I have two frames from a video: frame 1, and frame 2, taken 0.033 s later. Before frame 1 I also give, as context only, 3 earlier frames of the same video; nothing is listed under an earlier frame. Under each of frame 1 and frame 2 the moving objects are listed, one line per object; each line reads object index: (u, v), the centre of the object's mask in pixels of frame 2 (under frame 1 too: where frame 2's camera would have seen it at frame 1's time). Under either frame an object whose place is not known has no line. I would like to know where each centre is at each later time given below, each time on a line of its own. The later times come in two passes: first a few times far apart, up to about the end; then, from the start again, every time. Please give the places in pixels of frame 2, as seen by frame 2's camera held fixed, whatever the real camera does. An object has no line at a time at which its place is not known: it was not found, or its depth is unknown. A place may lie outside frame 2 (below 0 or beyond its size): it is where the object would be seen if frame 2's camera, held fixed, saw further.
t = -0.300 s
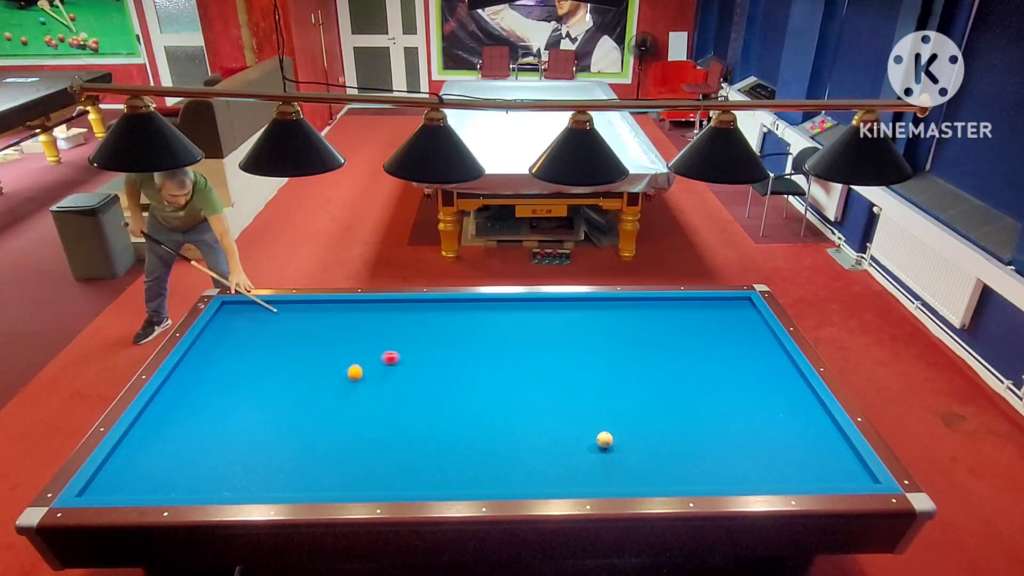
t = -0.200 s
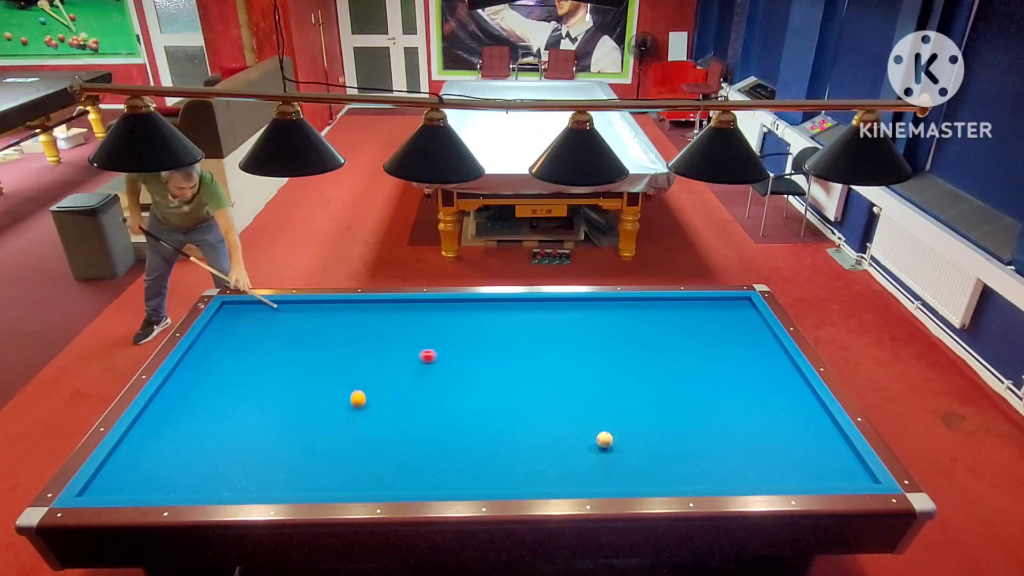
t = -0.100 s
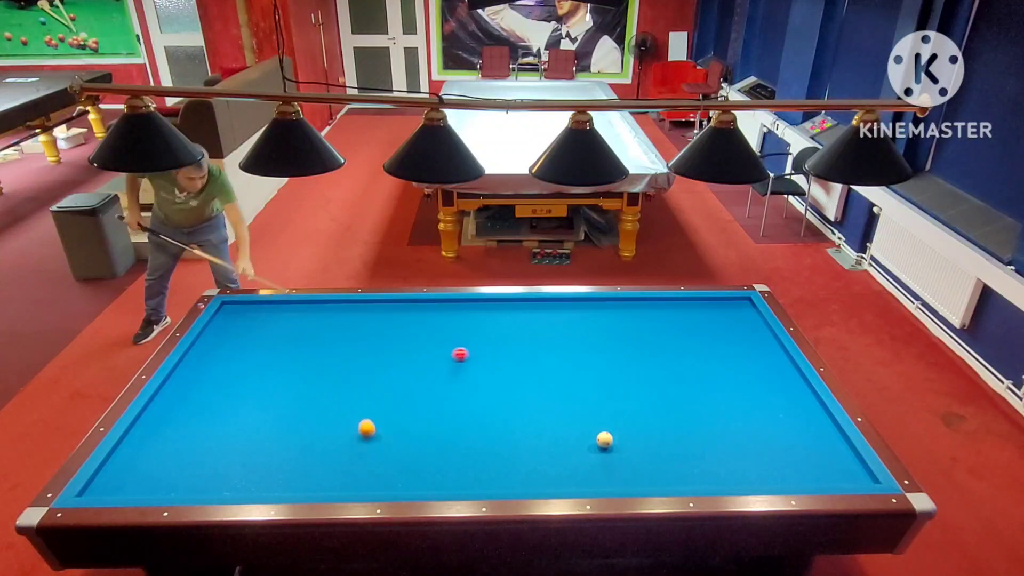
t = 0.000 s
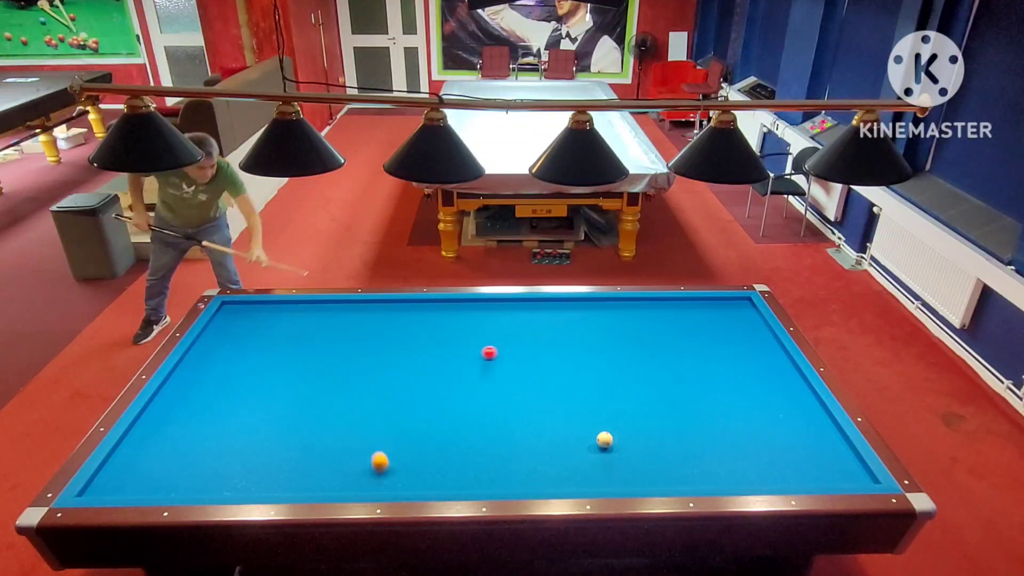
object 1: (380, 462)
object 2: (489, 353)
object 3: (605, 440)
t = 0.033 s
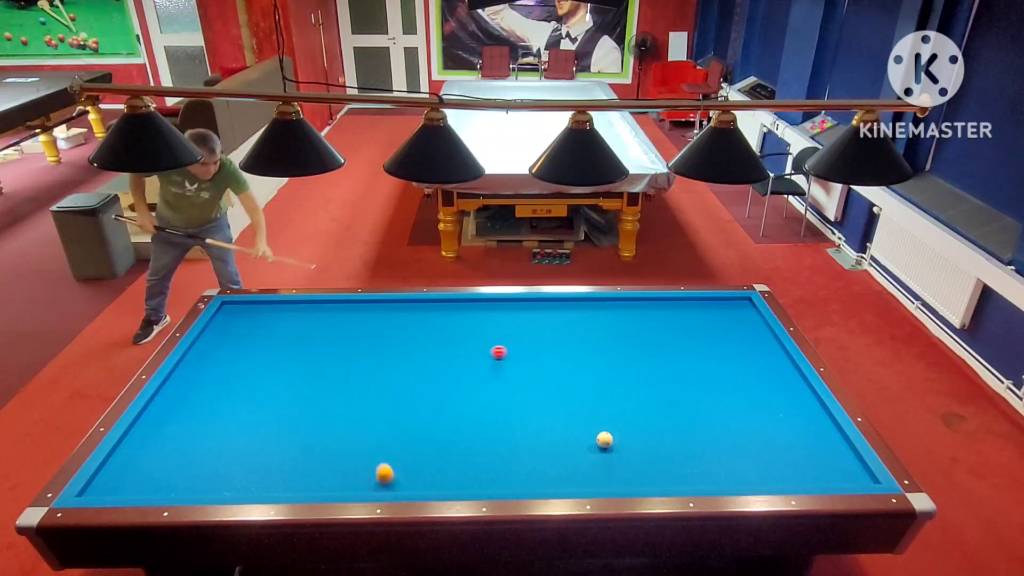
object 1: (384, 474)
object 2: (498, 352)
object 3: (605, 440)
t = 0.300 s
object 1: (465, 431)
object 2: (573, 349)
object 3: (605, 440)
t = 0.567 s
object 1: (532, 388)
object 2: (645, 345)
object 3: (605, 440)
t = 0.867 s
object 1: (595, 349)
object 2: (722, 341)
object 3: (605, 440)
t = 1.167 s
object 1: (646, 316)
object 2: (755, 339)
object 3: (605, 440)
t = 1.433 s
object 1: (685, 306)
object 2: (715, 339)
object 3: (605, 440)
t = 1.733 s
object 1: (728, 320)
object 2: (672, 339)
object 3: (605, 440)
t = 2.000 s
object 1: (768, 333)
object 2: (634, 339)
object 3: (605, 440)
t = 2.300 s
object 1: (756, 343)
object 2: (593, 340)
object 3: (605, 440)
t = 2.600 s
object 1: (743, 353)
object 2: (552, 340)
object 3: (605, 440)
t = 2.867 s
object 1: (730, 362)
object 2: (516, 340)
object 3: (605, 440)
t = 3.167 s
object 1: (717, 372)
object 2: (477, 341)
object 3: (605, 440)
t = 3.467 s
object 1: (703, 382)
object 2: (438, 341)
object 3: (605, 440)
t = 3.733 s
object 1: (690, 392)
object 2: (404, 342)
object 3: (605, 440)
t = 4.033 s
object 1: (676, 402)
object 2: (367, 342)
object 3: (605, 440)
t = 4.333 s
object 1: (661, 412)
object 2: (331, 343)
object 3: (605, 440)
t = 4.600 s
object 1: (648, 422)
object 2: (299, 343)
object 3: (605, 440)
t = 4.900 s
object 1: (634, 432)
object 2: (264, 344)
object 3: (605, 440)
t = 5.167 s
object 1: (622, 441)
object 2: (233, 344)
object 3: (605, 440)
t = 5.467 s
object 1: (618, 450)
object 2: (199, 345)
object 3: (596, 440)
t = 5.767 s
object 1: (614, 459)
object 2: (213, 345)
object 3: (588, 441)
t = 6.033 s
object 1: (611, 466)
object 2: (230, 345)
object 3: (582, 442)
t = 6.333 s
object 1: (607, 474)
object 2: (247, 345)
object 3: (576, 442)
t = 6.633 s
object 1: (603, 480)
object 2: (264, 345)
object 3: (572, 443)
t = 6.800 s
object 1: (602, 483)
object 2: (272, 345)
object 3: (569, 444)
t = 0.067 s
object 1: (389, 484)
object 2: (508, 352)
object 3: (605, 440)
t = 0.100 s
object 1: (401, 480)
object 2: (517, 351)
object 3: (605, 440)
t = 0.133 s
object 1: (413, 470)
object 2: (527, 351)
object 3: (605, 440)
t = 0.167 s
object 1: (424, 461)
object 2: (536, 351)
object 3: (605, 440)
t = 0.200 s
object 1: (435, 452)
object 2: (545, 350)
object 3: (605, 440)
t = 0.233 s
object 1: (445, 445)
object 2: (554, 350)
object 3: (605, 440)
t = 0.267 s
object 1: (455, 437)
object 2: (563, 349)
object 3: (605, 440)
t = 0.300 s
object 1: (465, 431)
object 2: (573, 349)
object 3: (605, 440)
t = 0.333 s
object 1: (474, 425)
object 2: (582, 348)
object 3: (605, 440)
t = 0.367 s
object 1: (483, 419)
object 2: (591, 348)
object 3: (605, 440)
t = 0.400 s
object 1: (492, 414)
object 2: (600, 347)
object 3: (605, 440)
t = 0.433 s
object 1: (500, 408)
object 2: (609, 347)
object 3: (605, 440)
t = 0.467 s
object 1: (508, 403)
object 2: (618, 346)
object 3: (605, 440)
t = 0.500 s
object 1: (516, 398)
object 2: (627, 346)
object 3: (605, 440)
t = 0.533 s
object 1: (524, 393)
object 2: (635, 346)
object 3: (605, 440)
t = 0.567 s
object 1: (532, 388)
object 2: (645, 345)
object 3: (605, 440)
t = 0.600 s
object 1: (540, 383)
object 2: (653, 345)
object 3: (605, 440)
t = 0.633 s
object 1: (547, 379)
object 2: (662, 344)
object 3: (605, 440)
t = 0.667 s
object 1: (554, 374)
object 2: (671, 344)
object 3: (605, 440)
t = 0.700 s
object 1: (562, 370)
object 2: (680, 343)
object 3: (605, 440)
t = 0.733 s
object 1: (568, 365)
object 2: (688, 343)
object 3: (605, 440)
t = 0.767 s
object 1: (575, 361)
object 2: (697, 342)
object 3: (605, 440)
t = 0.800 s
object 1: (582, 357)
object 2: (705, 342)
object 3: (605, 440)
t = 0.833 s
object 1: (588, 353)
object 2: (714, 342)
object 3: (605, 440)
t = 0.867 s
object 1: (595, 349)
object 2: (722, 341)
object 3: (605, 440)
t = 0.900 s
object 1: (601, 345)
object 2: (731, 341)
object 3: (605, 440)
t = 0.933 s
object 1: (607, 341)
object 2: (739, 340)
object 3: (605, 440)
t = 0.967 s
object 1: (613, 338)
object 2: (748, 340)
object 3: (605, 440)
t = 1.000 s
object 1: (619, 334)
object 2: (756, 339)
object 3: (605, 440)
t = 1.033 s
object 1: (624, 330)
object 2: (764, 339)
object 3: (605, 440)
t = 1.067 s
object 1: (630, 327)
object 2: (772, 339)
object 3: (605, 440)
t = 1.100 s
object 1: (636, 323)
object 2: (767, 339)
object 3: (605, 440)
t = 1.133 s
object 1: (641, 320)
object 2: (761, 339)
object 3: (605, 440)
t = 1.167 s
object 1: (646, 316)
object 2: (755, 339)
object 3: (605, 440)
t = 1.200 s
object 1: (652, 313)
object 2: (749, 339)
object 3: (605, 440)
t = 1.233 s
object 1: (657, 310)
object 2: (744, 339)
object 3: (605, 440)
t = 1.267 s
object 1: (661, 307)
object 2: (739, 339)
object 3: (605, 440)
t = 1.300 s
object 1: (666, 304)
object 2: (734, 339)
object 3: (605, 440)
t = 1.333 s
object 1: (671, 301)
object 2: (729, 339)
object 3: (605, 440)
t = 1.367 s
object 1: (676, 302)
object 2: (724, 339)
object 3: (605, 440)
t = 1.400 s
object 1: (680, 304)
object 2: (719, 339)
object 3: (605, 440)
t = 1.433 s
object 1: (685, 306)
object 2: (715, 339)
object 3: (605, 440)
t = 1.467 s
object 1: (690, 308)
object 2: (710, 339)
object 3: (605, 440)
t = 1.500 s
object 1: (695, 310)
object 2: (705, 339)
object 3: (605, 440)
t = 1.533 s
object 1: (699, 311)
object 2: (700, 339)
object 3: (605, 440)
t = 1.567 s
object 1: (704, 313)
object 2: (695, 339)
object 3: (605, 440)
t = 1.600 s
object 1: (709, 314)
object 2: (691, 339)
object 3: (605, 440)
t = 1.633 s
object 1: (714, 316)
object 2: (686, 339)
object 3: (605, 440)
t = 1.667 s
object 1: (718, 317)
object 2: (681, 339)
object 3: (605, 440)
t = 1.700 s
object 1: (723, 319)
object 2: (677, 339)
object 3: (605, 440)
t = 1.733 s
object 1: (728, 320)
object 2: (672, 339)
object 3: (605, 440)
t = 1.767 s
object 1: (733, 322)
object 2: (667, 339)
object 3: (605, 440)
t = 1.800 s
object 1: (738, 324)
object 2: (662, 339)
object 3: (605, 440)
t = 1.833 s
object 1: (743, 325)
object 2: (658, 339)
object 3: (605, 440)
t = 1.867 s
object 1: (748, 327)
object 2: (653, 339)
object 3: (605, 440)
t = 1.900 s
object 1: (753, 328)
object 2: (648, 339)
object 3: (605, 440)
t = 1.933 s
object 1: (758, 330)
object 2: (644, 339)
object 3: (605, 440)
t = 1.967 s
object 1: (763, 332)
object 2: (639, 339)
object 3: (605, 440)
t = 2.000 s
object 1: (768, 333)
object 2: (634, 339)
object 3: (605, 440)
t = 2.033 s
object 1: (769, 335)
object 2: (630, 339)
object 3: (605, 440)
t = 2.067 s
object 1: (767, 336)
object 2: (625, 339)
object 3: (605, 440)
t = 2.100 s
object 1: (765, 337)
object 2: (621, 339)
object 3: (605, 440)
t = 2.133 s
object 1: (764, 338)
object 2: (616, 339)
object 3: (605, 440)
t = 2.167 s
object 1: (762, 339)
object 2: (611, 339)
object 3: (605, 440)
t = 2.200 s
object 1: (761, 340)
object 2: (607, 339)
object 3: (605, 440)
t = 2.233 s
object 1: (759, 341)
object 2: (602, 339)
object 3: (605, 440)
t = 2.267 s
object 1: (758, 342)
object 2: (597, 340)
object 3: (605, 440)
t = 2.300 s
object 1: (756, 343)
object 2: (593, 340)
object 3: (605, 440)
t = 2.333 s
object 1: (755, 344)
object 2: (588, 340)
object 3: (605, 440)
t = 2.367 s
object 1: (753, 346)
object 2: (584, 340)
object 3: (605, 440)
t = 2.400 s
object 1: (752, 347)
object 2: (579, 340)
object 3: (605, 440)
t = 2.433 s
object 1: (750, 348)
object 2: (575, 340)
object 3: (605, 440)
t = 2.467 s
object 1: (749, 349)
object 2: (570, 340)
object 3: (605, 440)
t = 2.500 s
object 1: (747, 350)
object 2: (566, 340)
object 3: (605, 440)
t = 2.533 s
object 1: (746, 351)
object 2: (561, 340)
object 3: (605, 440)
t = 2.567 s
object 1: (744, 352)
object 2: (557, 340)
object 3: (605, 440)
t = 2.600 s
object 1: (743, 353)
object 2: (552, 340)
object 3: (605, 440)
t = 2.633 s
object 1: (741, 354)
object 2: (548, 340)
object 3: (605, 440)
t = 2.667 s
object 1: (740, 356)
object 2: (543, 340)
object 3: (605, 440)
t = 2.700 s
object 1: (738, 357)
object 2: (539, 340)
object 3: (605, 440)
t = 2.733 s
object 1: (737, 358)
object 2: (534, 340)
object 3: (605, 440)
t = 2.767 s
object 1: (735, 359)
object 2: (530, 340)
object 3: (605, 440)
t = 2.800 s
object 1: (734, 360)
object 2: (525, 340)
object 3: (605, 440)
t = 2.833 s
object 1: (732, 361)
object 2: (521, 340)
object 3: (605, 440)
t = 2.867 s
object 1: (730, 362)
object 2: (516, 340)
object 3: (605, 440)
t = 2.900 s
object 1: (729, 363)
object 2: (512, 340)
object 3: (605, 440)
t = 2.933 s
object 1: (728, 364)
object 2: (508, 340)
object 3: (605, 440)
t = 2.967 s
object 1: (726, 366)
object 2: (503, 340)
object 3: (605, 440)
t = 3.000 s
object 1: (724, 367)
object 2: (499, 340)
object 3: (605, 440)
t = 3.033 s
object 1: (723, 368)
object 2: (494, 340)
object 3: (605, 440)
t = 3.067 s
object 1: (721, 369)
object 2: (490, 340)
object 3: (605, 440)
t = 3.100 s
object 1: (720, 370)
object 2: (486, 341)
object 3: (605, 440)
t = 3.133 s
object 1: (718, 371)
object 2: (481, 341)
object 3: (605, 440)
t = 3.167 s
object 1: (717, 372)
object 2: (477, 341)
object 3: (605, 440)
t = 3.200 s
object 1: (715, 374)
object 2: (473, 341)
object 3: (605, 440)
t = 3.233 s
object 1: (714, 375)
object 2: (468, 341)
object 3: (605, 440)
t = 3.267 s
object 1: (712, 376)
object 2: (464, 341)
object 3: (605, 440)
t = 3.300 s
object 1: (711, 377)
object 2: (460, 341)
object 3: (605, 440)
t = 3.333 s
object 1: (709, 378)
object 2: (455, 341)
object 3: (605, 440)
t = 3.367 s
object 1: (707, 379)
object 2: (451, 341)
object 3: (605, 440)
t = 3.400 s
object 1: (706, 380)
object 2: (447, 341)
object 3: (605, 440)
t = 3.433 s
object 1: (704, 381)
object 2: (442, 341)
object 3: (605, 440)
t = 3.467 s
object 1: (703, 382)
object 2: (438, 341)
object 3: (605, 440)
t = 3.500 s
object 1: (701, 384)
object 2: (434, 341)
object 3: (605, 440)
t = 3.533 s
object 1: (699, 385)
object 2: (430, 341)
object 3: (605, 440)
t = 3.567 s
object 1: (698, 386)
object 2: (425, 341)
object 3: (605, 440)
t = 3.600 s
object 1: (696, 387)
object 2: (421, 342)
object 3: (605, 440)
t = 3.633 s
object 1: (695, 388)
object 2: (417, 342)
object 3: (605, 440)
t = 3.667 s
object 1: (693, 389)
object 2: (413, 342)
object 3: (605, 440)
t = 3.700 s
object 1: (691, 391)
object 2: (408, 342)
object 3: (605, 440)
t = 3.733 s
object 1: (690, 392)
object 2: (404, 342)
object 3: (605, 440)
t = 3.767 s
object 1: (688, 393)
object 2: (400, 342)
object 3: (605, 440)
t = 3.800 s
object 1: (687, 394)
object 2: (396, 342)
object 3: (605, 440)
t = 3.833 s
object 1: (685, 395)
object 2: (392, 342)
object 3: (605, 440)
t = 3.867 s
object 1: (683, 396)
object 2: (388, 342)
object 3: (605, 440)
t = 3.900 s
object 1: (682, 397)
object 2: (383, 342)
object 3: (605, 440)
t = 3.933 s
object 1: (680, 399)
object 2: (379, 342)
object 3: (605, 440)
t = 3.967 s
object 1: (679, 400)
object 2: (375, 342)
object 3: (605, 440)
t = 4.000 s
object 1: (677, 401)
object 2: (371, 342)
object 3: (605, 440)
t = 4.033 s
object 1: (676, 402)
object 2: (367, 342)
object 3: (605, 440)
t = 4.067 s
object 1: (674, 403)
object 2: (363, 342)
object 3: (605, 440)
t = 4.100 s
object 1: (672, 404)
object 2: (359, 342)
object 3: (605, 440)
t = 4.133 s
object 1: (671, 406)
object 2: (355, 343)
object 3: (605, 440)
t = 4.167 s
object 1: (669, 407)
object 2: (351, 343)
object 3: (605, 440)
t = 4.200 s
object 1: (668, 408)
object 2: (347, 343)
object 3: (605, 440)
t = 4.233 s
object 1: (666, 409)
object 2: (343, 343)
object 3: (605, 440)
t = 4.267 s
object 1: (664, 410)
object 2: (339, 343)
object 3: (605, 440)
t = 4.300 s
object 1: (663, 411)
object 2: (335, 343)
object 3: (605, 440)
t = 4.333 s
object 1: (661, 412)
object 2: (331, 343)
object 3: (605, 440)
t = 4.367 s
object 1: (660, 414)
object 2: (327, 343)
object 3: (605, 440)
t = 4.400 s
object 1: (658, 415)
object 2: (322, 343)
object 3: (605, 440)
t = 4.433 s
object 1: (656, 416)
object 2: (319, 343)
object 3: (605, 440)
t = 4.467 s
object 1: (655, 417)
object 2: (315, 343)
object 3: (605, 440)
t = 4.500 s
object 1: (653, 418)
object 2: (311, 343)
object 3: (605, 440)
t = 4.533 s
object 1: (652, 419)
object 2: (307, 343)
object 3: (605, 440)
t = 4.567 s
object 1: (650, 420)
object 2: (303, 343)
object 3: (605, 440)
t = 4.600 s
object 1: (648, 422)
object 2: (299, 343)
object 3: (605, 440)
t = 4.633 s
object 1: (647, 423)
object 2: (295, 343)
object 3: (605, 440)
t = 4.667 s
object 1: (645, 424)
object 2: (291, 343)
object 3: (605, 440)
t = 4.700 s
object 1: (644, 425)
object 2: (287, 343)
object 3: (605, 440)
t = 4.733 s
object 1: (642, 426)
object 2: (283, 343)
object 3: (605, 440)
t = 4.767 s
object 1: (640, 428)
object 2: (279, 344)
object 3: (605, 440)
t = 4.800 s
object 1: (639, 429)
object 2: (275, 344)
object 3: (605, 440)
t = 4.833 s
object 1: (637, 430)
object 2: (272, 344)
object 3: (605, 440)
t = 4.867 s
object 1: (636, 431)
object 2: (268, 344)
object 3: (605, 440)
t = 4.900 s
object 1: (634, 432)
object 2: (264, 344)
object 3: (605, 440)
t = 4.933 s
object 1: (633, 433)
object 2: (260, 344)
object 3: (605, 440)
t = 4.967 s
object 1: (631, 434)
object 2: (256, 344)
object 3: (605, 440)
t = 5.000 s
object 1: (629, 435)
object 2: (252, 344)
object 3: (605, 440)
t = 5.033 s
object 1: (628, 436)
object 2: (248, 344)
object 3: (605, 440)
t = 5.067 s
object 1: (626, 438)
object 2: (245, 344)
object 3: (605, 440)
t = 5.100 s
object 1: (625, 439)
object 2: (241, 344)
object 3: (605, 440)
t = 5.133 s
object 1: (623, 440)
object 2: (237, 344)
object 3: (605, 440)
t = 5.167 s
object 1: (622, 441)
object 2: (233, 344)
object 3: (605, 440)
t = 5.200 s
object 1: (620, 442)
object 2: (229, 345)
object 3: (604, 440)
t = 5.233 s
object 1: (620, 443)
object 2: (225, 345)
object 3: (603, 440)
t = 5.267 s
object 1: (620, 444)
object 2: (222, 345)
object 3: (602, 440)
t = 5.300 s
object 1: (620, 445)
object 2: (218, 345)
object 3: (601, 440)
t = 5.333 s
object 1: (620, 446)
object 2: (214, 345)
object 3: (600, 440)
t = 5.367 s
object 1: (619, 447)
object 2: (210, 345)
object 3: (599, 440)
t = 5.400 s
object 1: (619, 448)
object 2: (206, 345)
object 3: (598, 440)
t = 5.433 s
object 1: (618, 449)
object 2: (203, 345)
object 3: (597, 440)
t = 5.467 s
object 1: (618, 450)
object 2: (199, 345)
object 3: (596, 440)
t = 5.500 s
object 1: (618, 451)
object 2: (196, 345)
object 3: (595, 440)
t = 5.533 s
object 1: (617, 452)
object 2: (198, 345)
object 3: (594, 441)
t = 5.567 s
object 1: (617, 453)
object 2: (200, 345)
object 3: (593, 441)
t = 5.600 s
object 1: (617, 454)
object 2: (203, 345)
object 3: (593, 441)
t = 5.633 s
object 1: (616, 455)
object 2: (205, 345)
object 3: (592, 441)
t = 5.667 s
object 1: (616, 456)
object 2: (207, 345)
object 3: (591, 441)
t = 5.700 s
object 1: (615, 457)
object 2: (209, 345)
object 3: (590, 441)
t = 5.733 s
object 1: (615, 458)
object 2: (211, 345)
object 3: (589, 441)
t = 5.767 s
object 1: (614, 459)
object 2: (213, 345)
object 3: (588, 441)
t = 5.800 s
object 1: (614, 460)
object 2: (215, 345)
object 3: (587, 441)
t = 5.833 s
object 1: (613, 461)
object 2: (217, 345)
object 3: (587, 441)
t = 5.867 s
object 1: (613, 462)
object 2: (220, 345)
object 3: (586, 441)
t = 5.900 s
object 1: (613, 463)
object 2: (222, 345)
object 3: (585, 441)
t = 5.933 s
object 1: (612, 464)
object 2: (224, 345)
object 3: (584, 442)
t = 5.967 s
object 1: (612, 465)
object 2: (226, 345)
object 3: (584, 442)
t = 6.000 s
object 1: (611, 466)
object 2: (228, 345)
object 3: (583, 442)
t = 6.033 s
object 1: (611, 466)
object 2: (230, 345)
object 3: (582, 442)
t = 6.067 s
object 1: (610, 467)
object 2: (232, 345)
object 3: (582, 442)
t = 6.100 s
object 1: (610, 468)
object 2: (234, 345)
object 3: (581, 442)
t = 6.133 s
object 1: (610, 469)
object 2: (236, 345)
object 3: (580, 442)
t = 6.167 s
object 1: (609, 470)
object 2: (237, 345)
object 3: (580, 442)
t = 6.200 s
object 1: (609, 471)
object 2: (239, 345)
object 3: (579, 442)
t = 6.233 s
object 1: (608, 472)
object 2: (241, 345)
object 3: (578, 442)
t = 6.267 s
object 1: (608, 473)
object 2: (243, 345)
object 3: (578, 442)
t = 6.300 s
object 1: (607, 473)
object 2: (245, 345)
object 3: (577, 442)
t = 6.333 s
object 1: (607, 474)
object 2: (247, 345)
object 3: (576, 442)
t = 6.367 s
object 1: (607, 475)
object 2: (249, 345)
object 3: (576, 442)
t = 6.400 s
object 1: (606, 476)
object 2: (251, 345)
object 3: (575, 443)
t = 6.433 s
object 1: (606, 477)
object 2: (253, 345)
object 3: (575, 443)
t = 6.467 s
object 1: (605, 478)
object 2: (255, 345)
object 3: (574, 443)
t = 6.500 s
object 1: (605, 478)
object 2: (256, 345)
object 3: (574, 443)
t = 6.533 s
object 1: (605, 479)
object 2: (258, 345)
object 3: (573, 443)
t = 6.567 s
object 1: (604, 479)
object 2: (260, 345)
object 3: (573, 443)
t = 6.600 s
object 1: (604, 480)
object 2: (262, 345)
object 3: (572, 443)
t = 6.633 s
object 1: (603, 480)
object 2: (264, 345)
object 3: (572, 443)
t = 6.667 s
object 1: (603, 481)
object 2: (265, 345)
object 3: (571, 443)
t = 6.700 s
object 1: (603, 481)
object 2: (267, 345)
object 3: (571, 444)
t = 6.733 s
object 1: (602, 482)
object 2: (269, 345)
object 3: (570, 443)
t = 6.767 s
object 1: (602, 482)
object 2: (271, 345)
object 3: (570, 444)
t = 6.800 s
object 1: (602, 483)
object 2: (272, 345)
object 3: (569, 444)
